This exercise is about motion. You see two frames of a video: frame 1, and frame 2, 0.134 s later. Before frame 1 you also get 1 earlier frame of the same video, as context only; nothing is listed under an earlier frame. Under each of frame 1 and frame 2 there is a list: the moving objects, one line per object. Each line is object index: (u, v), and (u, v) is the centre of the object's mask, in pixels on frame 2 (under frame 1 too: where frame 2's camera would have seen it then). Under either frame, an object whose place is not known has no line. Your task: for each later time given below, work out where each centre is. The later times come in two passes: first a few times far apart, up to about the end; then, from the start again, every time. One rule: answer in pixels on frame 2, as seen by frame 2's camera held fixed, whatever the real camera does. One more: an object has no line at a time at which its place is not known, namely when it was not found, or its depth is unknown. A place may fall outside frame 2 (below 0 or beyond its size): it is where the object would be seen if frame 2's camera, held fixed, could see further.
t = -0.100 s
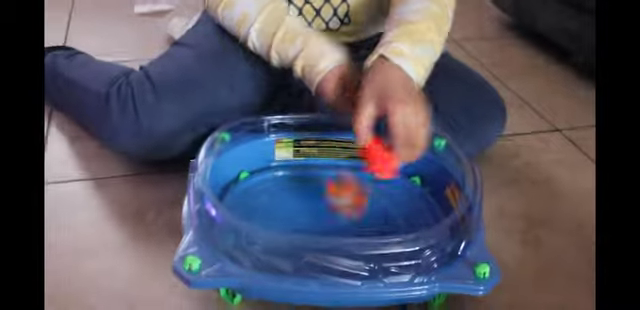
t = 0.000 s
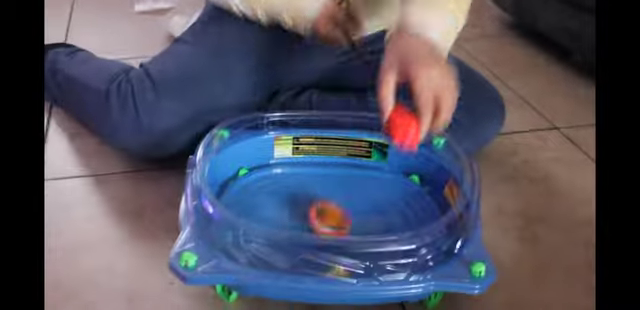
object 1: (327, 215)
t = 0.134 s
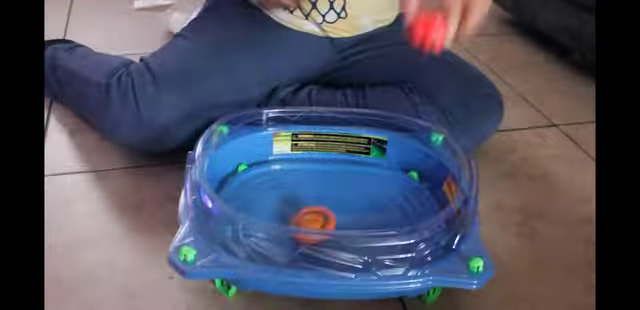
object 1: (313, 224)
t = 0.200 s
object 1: (310, 225)
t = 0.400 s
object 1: (314, 221)
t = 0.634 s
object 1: (323, 217)
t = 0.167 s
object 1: (312, 224)
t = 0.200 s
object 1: (310, 225)
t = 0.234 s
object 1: (311, 224)
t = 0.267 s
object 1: (314, 220)
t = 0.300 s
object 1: (314, 220)
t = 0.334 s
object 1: (314, 221)
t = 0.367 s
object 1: (315, 222)
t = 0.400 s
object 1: (314, 221)
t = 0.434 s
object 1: (315, 220)
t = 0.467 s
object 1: (316, 219)
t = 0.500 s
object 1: (317, 219)
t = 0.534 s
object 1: (318, 218)
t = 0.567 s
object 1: (319, 218)
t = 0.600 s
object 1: (321, 217)
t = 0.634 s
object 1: (323, 217)
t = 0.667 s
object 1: (325, 217)
